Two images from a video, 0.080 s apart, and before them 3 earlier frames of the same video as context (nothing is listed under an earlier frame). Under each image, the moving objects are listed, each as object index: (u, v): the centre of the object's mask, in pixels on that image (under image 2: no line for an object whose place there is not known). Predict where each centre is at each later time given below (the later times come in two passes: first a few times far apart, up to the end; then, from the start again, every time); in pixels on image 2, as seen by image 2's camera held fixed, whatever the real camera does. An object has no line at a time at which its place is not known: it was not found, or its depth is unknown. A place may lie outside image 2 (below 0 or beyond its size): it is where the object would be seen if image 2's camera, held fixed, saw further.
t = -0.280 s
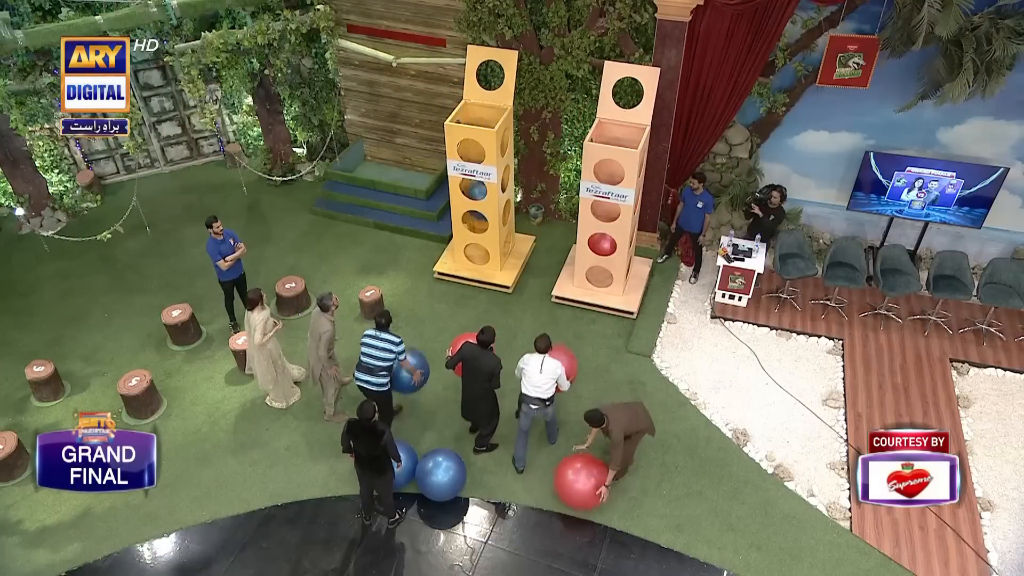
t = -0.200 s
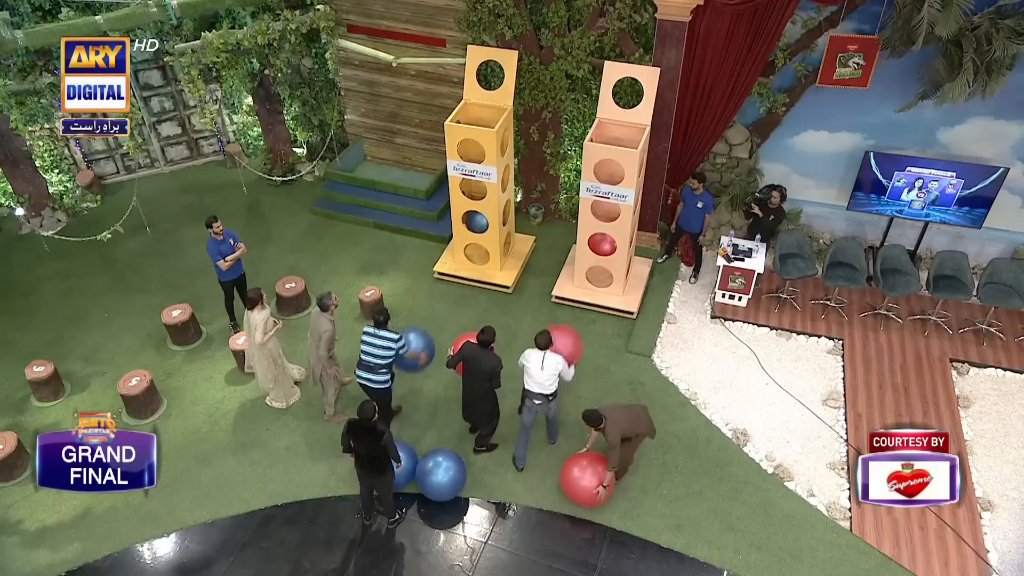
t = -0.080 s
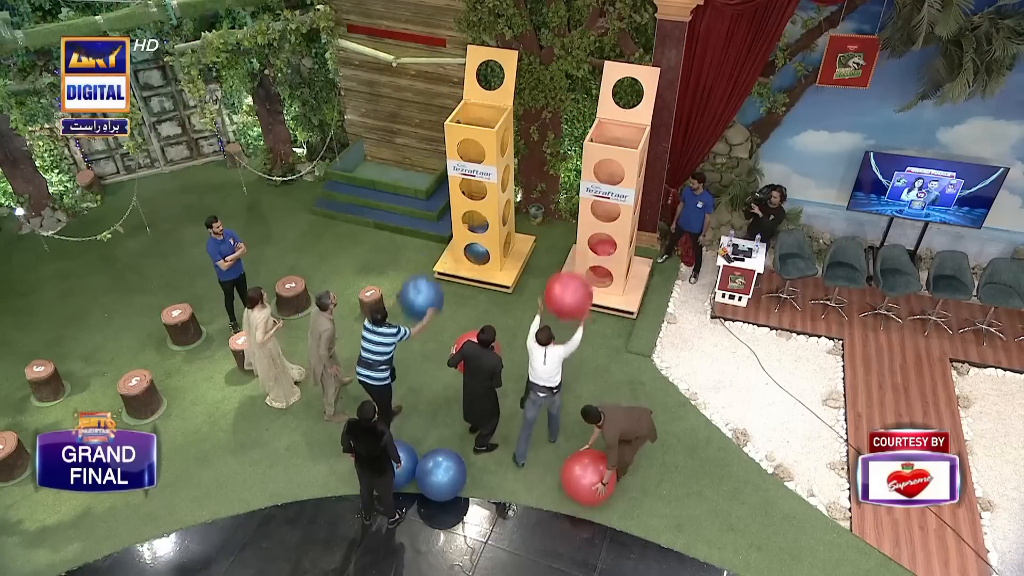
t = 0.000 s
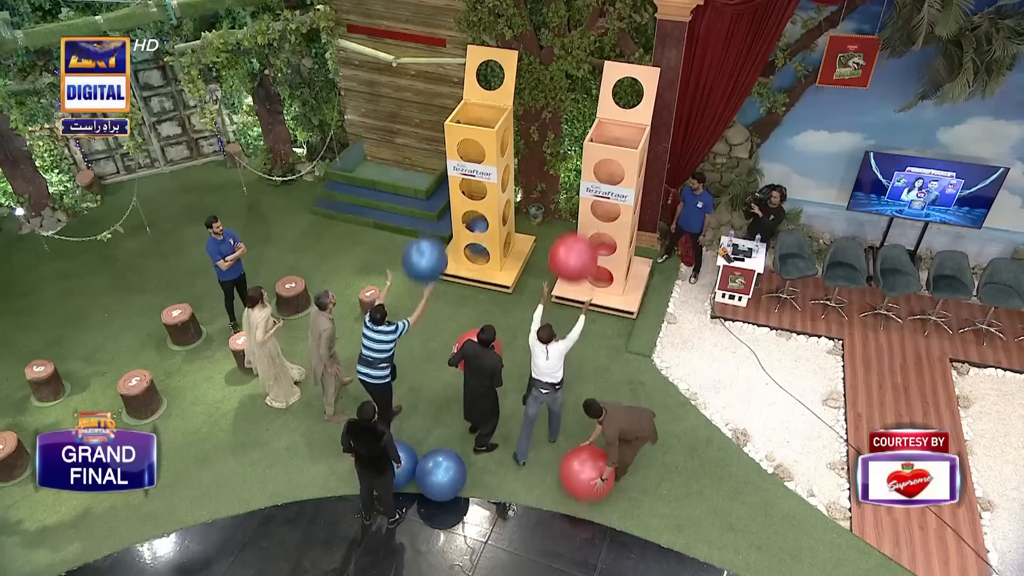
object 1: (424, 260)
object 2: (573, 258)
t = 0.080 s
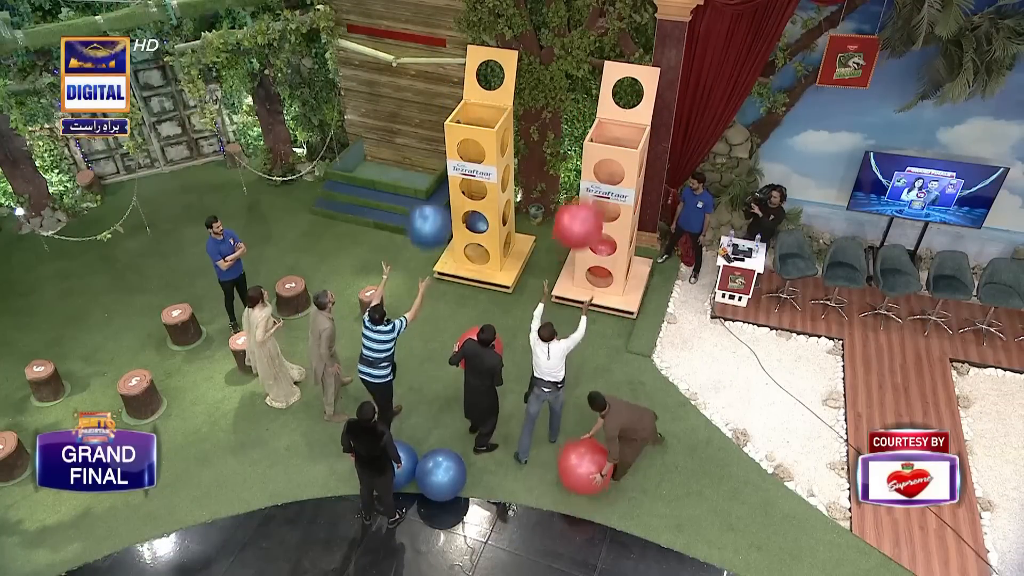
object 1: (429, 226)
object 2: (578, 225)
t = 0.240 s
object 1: (437, 167)
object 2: (587, 170)
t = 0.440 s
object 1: (448, 118)
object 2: (597, 128)
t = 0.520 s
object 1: (453, 105)
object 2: (600, 119)
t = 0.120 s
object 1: (431, 211)
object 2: (579, 210)
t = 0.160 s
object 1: (433, 195)
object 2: (582, 196)
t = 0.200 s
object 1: (434, 181)
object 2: (584, 182)
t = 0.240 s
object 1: (437, 167)
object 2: (587, 170)
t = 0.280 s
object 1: (438, 156)
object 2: (589, 160)
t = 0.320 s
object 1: (441, 145)
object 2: (591, 150)
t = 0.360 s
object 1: (443, 135)
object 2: (593, 142)
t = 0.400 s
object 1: (445, 125)
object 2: (595, 134)
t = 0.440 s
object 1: (448, 118)
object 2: (597, 128)
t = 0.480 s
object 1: (450, 111)
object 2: (599, 123)
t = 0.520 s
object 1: (453, 105)
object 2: (600, 119)
